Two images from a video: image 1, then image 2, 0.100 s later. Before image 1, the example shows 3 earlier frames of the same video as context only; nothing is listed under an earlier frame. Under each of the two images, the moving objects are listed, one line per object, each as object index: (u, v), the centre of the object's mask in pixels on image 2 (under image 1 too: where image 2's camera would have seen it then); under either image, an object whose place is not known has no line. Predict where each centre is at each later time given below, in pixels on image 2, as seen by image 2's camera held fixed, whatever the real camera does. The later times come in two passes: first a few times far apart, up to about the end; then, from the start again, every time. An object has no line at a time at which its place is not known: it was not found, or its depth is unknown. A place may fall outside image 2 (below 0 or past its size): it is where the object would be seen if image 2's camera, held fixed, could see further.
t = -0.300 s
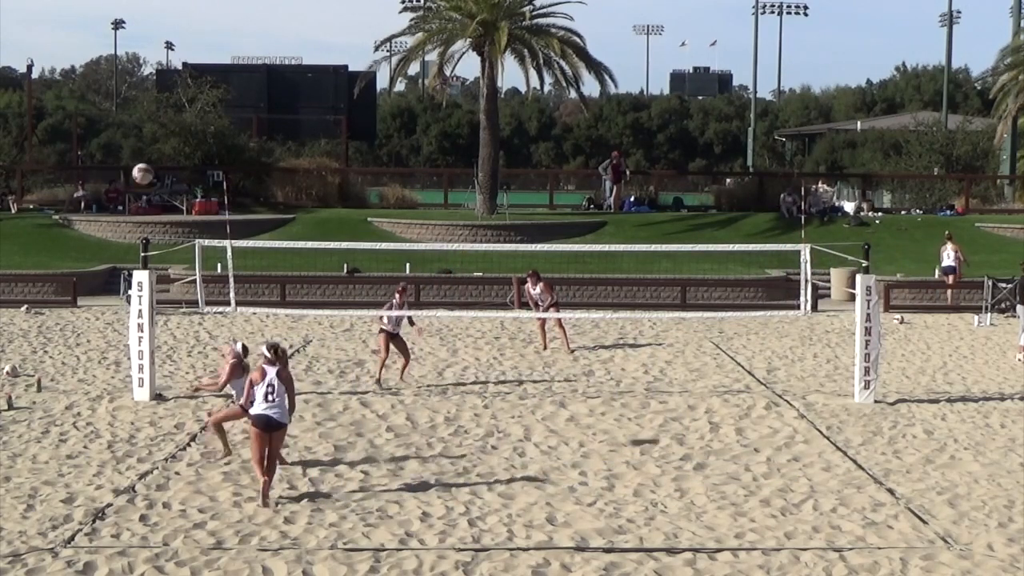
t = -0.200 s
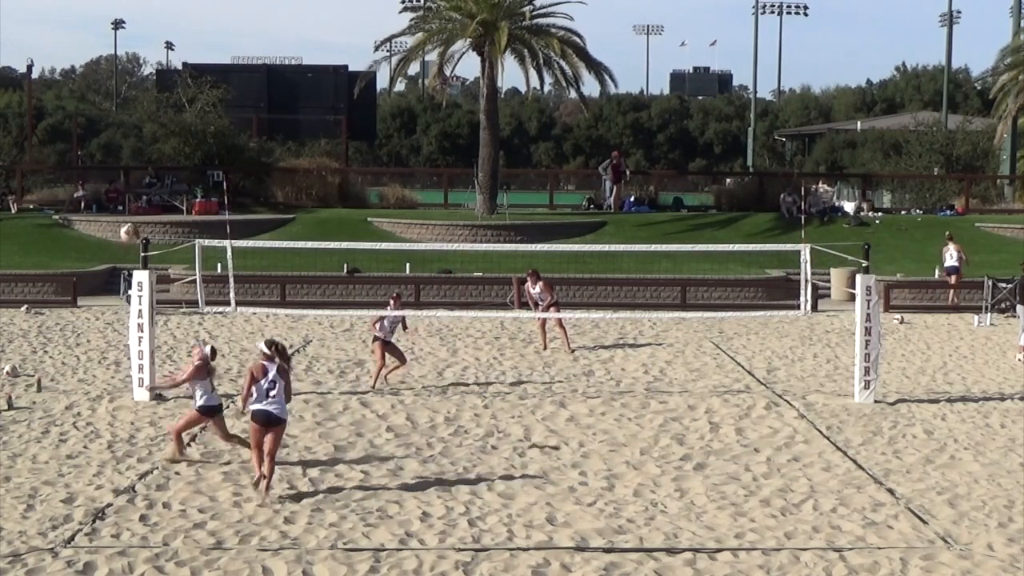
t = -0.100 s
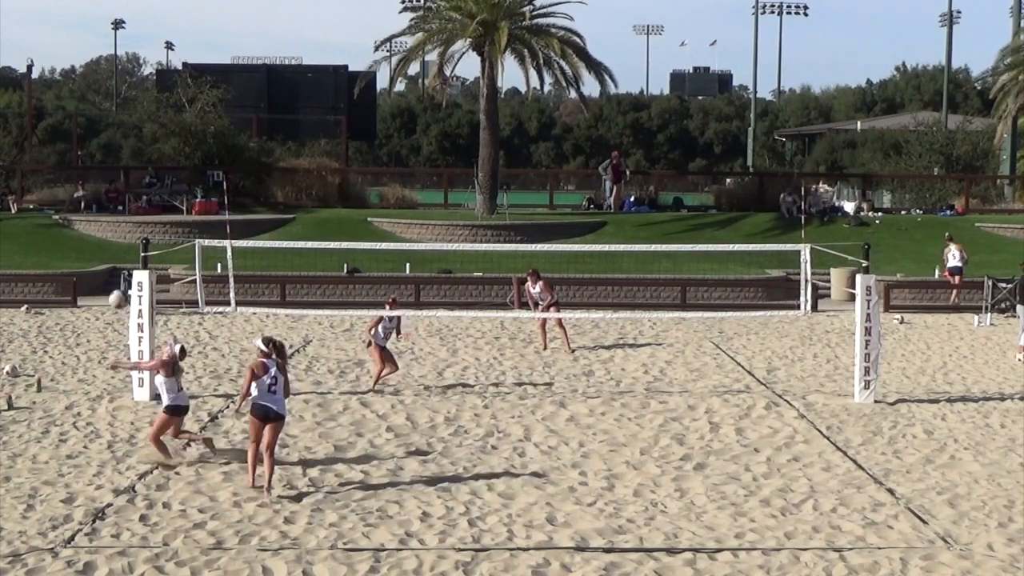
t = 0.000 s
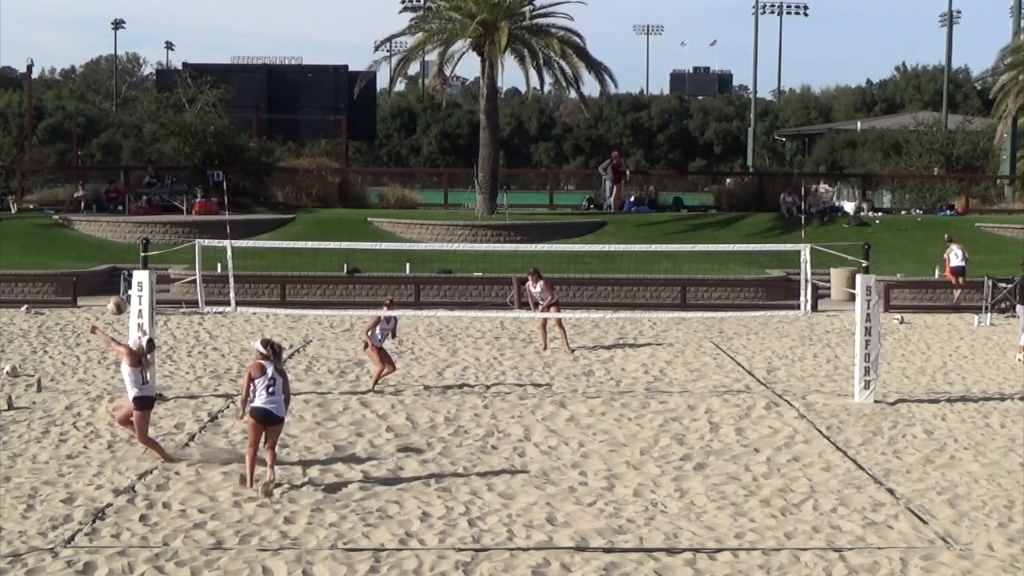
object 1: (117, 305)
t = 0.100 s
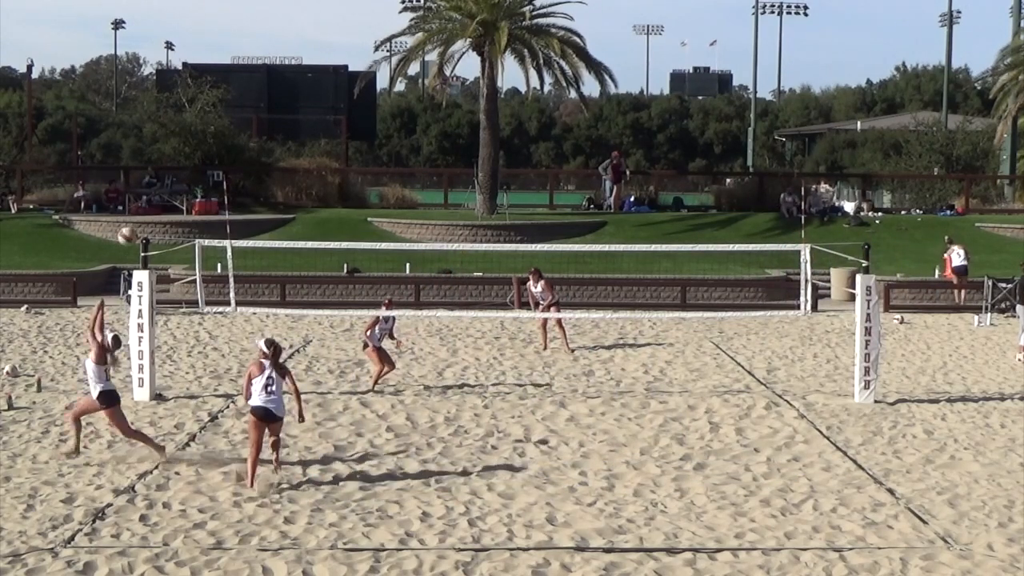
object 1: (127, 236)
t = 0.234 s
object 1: (143, 160)
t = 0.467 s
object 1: (171, 68)
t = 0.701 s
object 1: (199, 25)
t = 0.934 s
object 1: (225, 28)
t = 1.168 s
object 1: (250, 75)
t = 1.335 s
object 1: (265, 133)
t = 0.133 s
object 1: (131, 214)
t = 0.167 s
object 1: (134, 195)
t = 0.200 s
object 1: (139, 177)
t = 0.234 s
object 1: (143, 160)
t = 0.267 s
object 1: (147, 144)
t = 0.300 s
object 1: (151, 128)
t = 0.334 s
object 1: (154, 114)
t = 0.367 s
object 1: (159, 100)
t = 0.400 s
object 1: (163, 88)
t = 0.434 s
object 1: (167, 77)
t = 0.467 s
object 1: (171, 68)
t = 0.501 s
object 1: (175, 59)
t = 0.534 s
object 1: (178, 50)
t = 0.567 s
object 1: (182, 43)
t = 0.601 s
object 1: (186, 37)
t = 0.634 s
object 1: (190, 32)
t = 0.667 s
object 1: (194, 28)
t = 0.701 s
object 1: (199, 25)
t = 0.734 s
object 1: (202, 23)
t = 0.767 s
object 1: (205, 21)
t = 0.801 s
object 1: (209, 21)
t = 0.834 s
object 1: (213, 22)
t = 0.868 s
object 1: (217, 23)
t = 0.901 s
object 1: (221, 25)
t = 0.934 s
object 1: (225, 28)
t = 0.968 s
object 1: (229, 33)
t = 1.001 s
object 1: (232, 38)
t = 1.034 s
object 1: (236, 44)
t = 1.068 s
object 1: (239, 50)
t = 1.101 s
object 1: (242, 58)
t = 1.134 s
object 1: (246, 66)
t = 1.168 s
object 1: (250, 75)
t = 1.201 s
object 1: (253, 85)
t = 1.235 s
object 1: (257, 96)
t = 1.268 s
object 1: (260, 108)
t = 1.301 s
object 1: (262, 120)
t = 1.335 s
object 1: (265, 133)
